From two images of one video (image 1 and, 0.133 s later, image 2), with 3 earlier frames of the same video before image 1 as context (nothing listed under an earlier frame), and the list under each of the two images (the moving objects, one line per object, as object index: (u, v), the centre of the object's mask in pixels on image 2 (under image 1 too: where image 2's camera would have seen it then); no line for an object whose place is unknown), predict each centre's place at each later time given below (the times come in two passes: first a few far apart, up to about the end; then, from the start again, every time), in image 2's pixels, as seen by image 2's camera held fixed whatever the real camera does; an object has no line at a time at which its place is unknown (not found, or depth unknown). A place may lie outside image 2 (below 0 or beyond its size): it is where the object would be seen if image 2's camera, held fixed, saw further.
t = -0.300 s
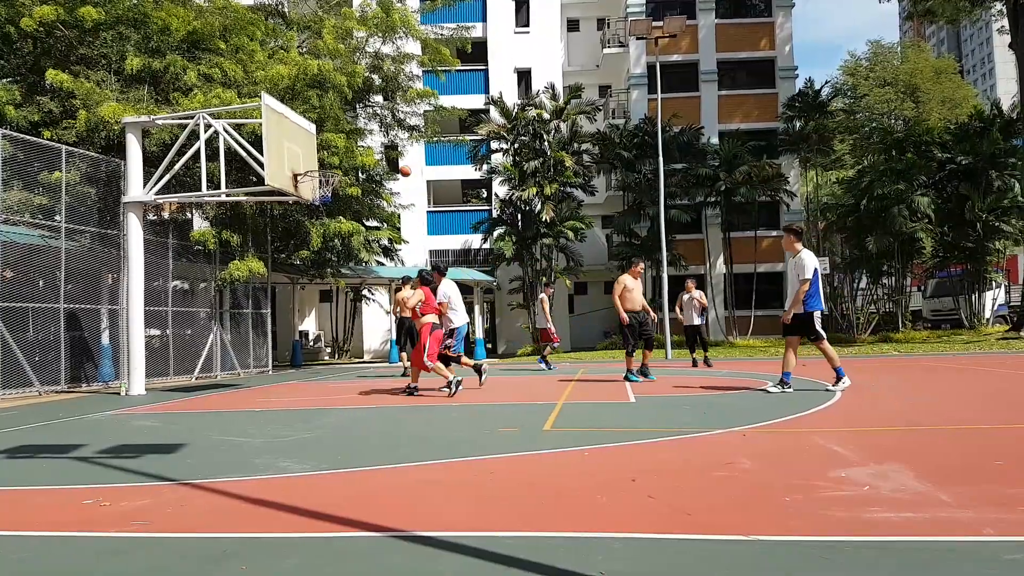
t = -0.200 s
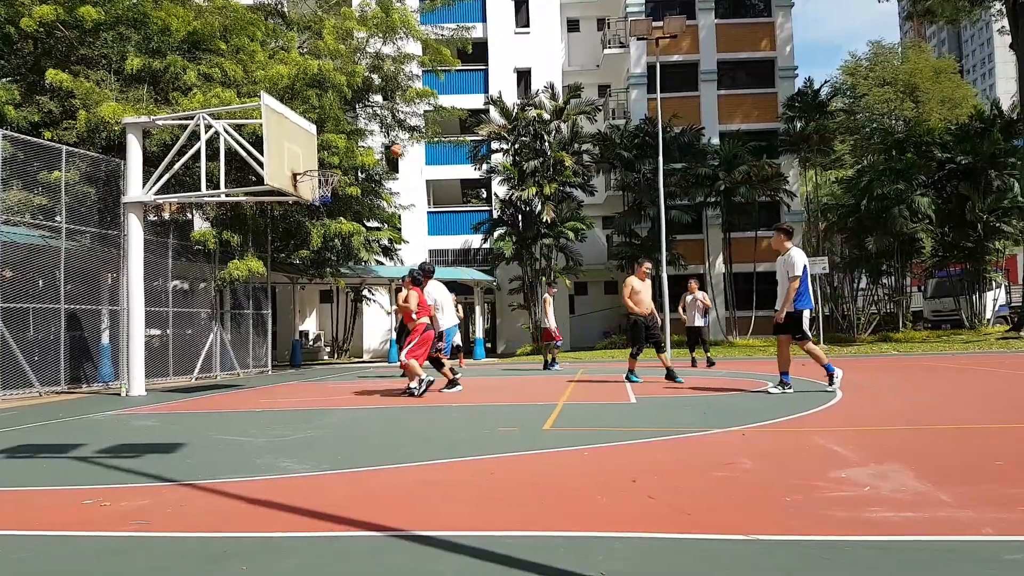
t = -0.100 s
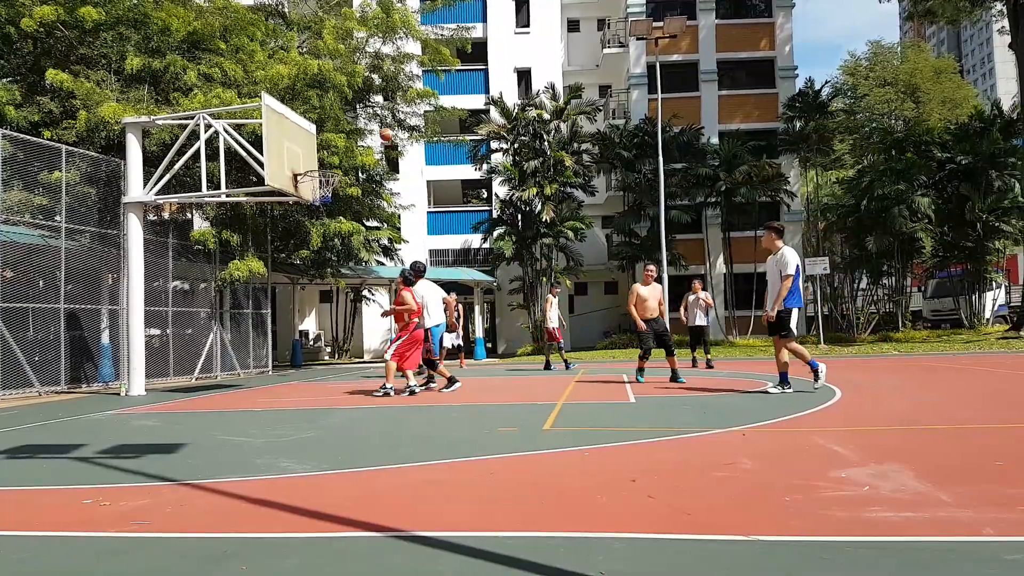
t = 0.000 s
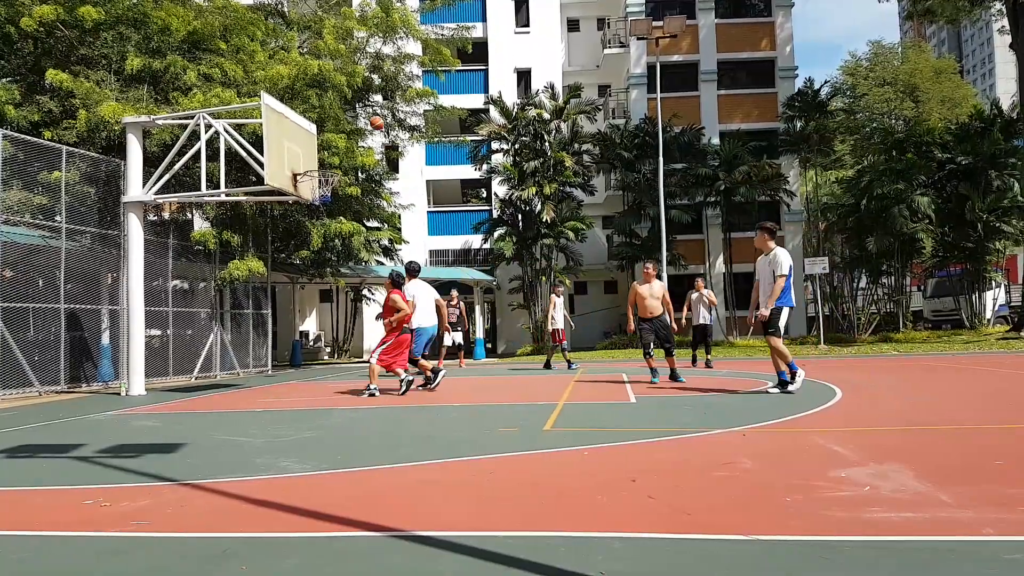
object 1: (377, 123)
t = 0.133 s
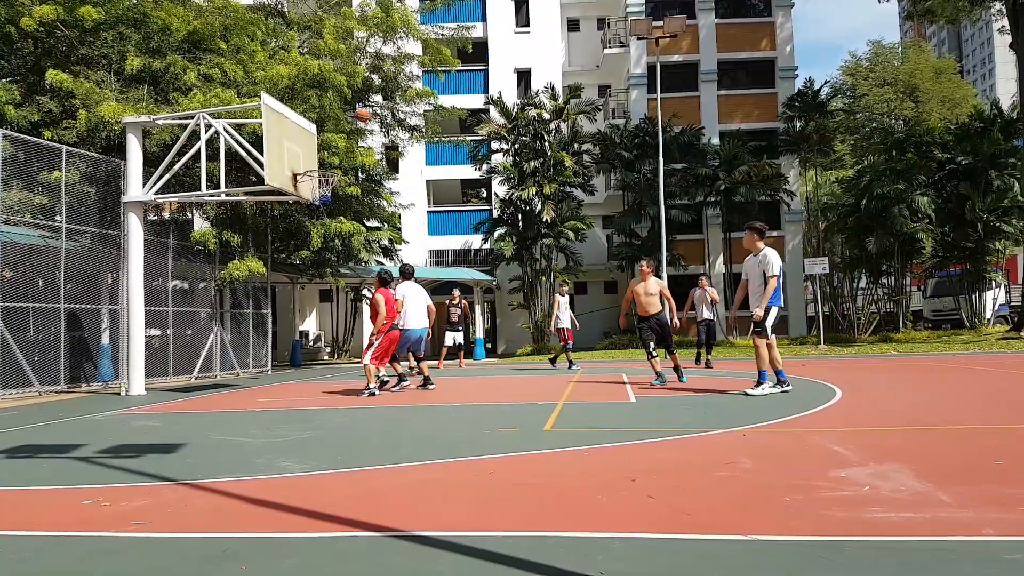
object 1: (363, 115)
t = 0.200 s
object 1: (355, 114)
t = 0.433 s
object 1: (326, 135)
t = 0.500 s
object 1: (318, 148)
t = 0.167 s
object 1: (358, 114)
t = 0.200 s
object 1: (355, 114)
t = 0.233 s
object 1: (352, 115)
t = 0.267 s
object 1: (347, 117)
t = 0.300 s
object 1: (343, 118)
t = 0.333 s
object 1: (339, 121)
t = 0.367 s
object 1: (335, 125)
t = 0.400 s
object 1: (331, 129)
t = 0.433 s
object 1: (326, 135)
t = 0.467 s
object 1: (322, 141)
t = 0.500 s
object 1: (318, 148)
